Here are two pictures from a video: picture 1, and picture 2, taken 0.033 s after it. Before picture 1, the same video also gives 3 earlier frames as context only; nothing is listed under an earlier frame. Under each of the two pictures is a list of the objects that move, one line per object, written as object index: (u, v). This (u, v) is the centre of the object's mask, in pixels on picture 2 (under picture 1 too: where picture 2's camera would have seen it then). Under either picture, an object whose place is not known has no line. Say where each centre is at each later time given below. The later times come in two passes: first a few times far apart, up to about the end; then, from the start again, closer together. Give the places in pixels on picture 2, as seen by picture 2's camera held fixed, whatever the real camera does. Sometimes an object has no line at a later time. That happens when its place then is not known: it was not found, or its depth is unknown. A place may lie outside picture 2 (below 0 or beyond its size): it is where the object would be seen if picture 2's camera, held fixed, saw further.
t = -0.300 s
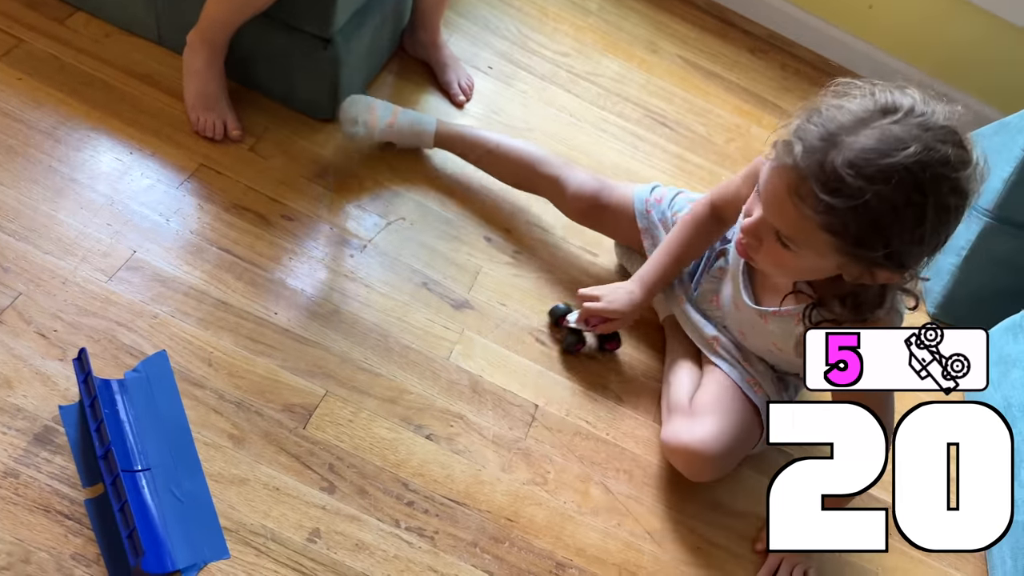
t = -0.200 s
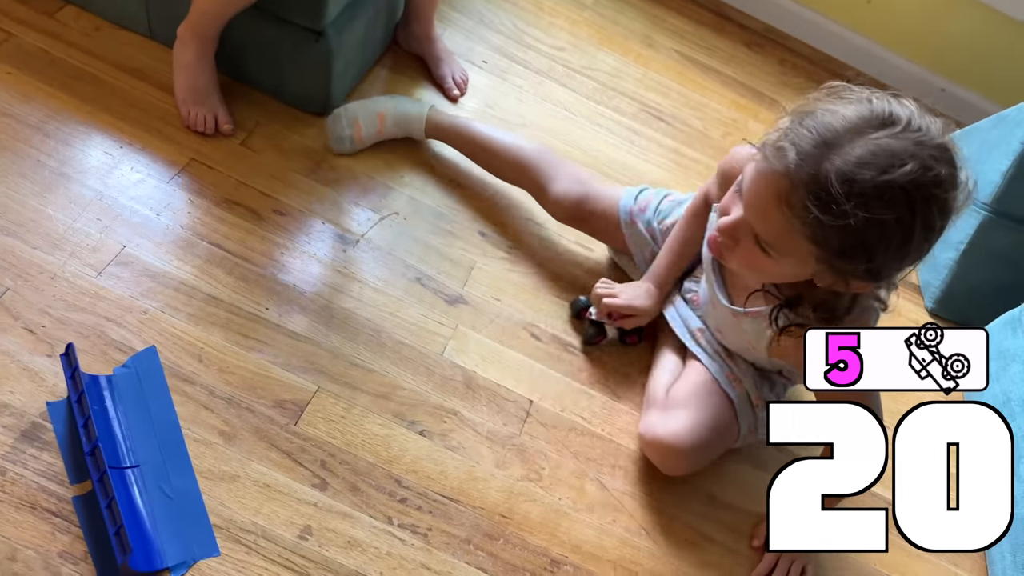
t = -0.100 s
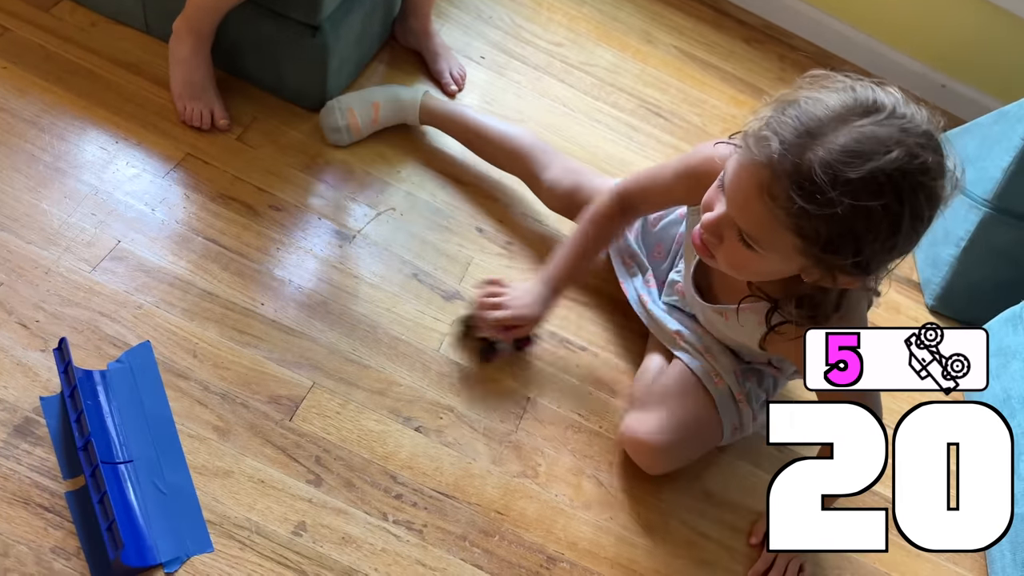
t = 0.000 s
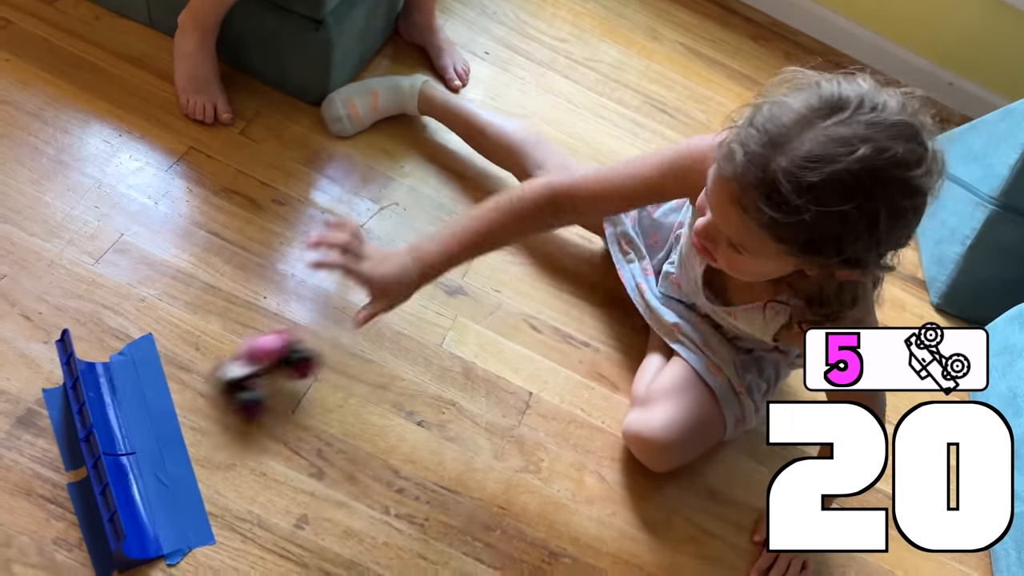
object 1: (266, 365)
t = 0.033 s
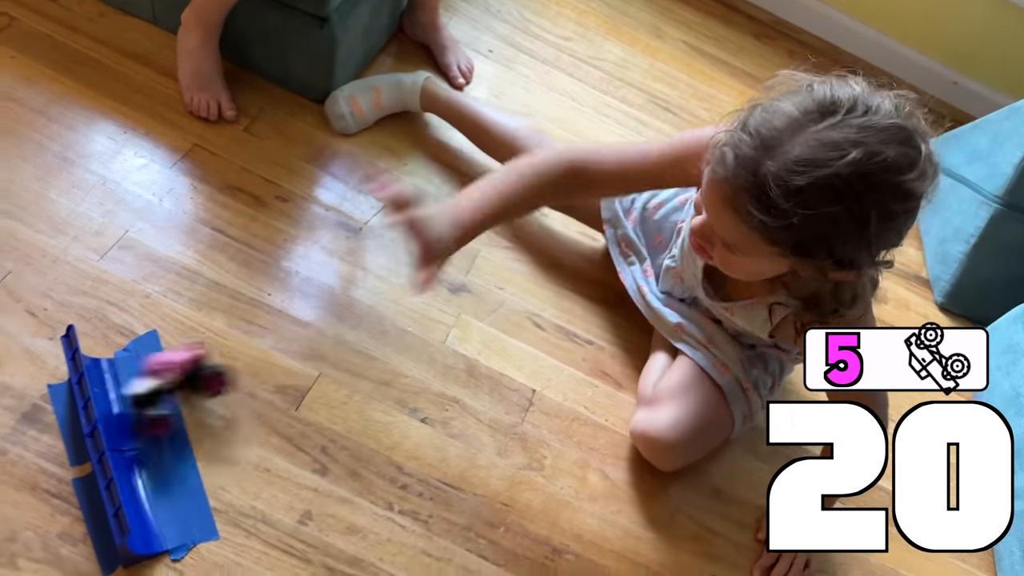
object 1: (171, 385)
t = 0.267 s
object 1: (167, 226)
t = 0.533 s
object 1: (192, 320)
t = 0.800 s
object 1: (187, 330)
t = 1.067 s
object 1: (188, 328)
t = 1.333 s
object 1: (187, 329)
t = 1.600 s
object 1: (188, 330)
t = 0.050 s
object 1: (140, 383)
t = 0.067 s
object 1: (140, 366)
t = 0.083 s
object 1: (142, 347)
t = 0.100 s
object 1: (146, 327)
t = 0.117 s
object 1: (150, 308)
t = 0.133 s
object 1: (155, 290)
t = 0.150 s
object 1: (157, 274)
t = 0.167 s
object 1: (158, 261)
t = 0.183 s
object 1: (158, 251)
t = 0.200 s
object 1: (155, 242)
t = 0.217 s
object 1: (155, 235)
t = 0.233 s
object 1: (157, 231)
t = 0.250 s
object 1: (161, 228)
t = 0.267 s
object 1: (167, 226)
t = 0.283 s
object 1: (172, 226)
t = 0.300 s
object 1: (173, 230)
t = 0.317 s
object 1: (174, 234)
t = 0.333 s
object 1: (176, 238)
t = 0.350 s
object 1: (178, 244)
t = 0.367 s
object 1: (180, 253)
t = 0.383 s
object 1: (186, 264)
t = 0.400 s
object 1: (192, 277)
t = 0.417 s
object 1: (194, 290)
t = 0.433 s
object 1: (195, 304)
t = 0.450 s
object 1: (197, 313)
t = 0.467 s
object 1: (199, 315)
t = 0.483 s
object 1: (196, 316)
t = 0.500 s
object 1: (194, 317)
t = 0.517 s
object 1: (193, 318)
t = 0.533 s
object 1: (192, 320)
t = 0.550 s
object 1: (190, 322)
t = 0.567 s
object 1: (188, 327)
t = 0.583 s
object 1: (187, 329)
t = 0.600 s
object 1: (187, 329)
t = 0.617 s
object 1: (187, 330)
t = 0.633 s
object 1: (187, 330)
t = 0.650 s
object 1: (186, 331)
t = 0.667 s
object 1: (186, 331)
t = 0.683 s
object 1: (186, 330)
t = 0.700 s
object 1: (186, 330)
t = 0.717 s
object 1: (187, 330)
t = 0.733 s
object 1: (186, 330)
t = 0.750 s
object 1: (187, 330)
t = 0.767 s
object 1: (187, 330)
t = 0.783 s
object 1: (187, 330)
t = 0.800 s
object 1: (187, 330)
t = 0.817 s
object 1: (187, 329)
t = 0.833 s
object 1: (187, 329)
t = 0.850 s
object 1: (187, 330)
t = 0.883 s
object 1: (187, 330)
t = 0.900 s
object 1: (187, 330)
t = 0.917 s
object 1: (187, 330)
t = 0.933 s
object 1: (187, 330)
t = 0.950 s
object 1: (187, 330)
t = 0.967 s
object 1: (187, 329)
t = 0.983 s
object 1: (187, 329)
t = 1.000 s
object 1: (187, 330)
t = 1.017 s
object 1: (187, 329)
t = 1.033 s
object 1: (188, 328)
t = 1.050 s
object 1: (188, 328)
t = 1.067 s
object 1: (188, 328)
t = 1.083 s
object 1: (188, 328)
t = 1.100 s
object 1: (188, 328)
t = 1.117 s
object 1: (188, 328)
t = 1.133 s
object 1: (188, 328)
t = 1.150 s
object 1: (188, 329)
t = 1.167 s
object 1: (188, 329)
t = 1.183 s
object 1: (188, 329)
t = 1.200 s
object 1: (188, 329)
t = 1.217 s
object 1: (187, 329)
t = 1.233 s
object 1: (188, 328)
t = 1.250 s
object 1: (187, 329)
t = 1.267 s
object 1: (187, 329)
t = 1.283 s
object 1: (187, 329)
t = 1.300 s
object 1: (187, 329)
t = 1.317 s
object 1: (187, 329)
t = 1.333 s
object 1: (187, 329)
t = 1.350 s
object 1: (187, 329)
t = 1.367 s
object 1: (187, 329)
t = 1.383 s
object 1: (187, 329)
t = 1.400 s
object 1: (187, 329)
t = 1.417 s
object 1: (187, 329)
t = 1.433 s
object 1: (188, 329)
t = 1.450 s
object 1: (188, 329)
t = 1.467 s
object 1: (187, 330)
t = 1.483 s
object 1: (187, 330)
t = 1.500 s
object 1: (187, 329)
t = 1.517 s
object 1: (187, 329)
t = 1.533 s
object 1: (188, 329)
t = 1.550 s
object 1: (188, 329)
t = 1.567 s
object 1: (187, 330)
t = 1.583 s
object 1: (188, 329)
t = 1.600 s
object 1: (188, 330)
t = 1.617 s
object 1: (188, 330)
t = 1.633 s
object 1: (188, 330)
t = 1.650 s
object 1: (188, 331)
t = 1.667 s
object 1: (188, 331)
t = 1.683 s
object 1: (188, 331)
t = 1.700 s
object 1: (188, 331)
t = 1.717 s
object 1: (188, 331)
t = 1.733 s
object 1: (188, 331)
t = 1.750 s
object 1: (188, 331)
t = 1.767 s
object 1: (188, 331)
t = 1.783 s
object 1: (188, 332)
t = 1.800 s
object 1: (188, 332)
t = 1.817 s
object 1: (189, 332)
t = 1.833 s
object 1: (189, 332)
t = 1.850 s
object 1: (189, 332)
